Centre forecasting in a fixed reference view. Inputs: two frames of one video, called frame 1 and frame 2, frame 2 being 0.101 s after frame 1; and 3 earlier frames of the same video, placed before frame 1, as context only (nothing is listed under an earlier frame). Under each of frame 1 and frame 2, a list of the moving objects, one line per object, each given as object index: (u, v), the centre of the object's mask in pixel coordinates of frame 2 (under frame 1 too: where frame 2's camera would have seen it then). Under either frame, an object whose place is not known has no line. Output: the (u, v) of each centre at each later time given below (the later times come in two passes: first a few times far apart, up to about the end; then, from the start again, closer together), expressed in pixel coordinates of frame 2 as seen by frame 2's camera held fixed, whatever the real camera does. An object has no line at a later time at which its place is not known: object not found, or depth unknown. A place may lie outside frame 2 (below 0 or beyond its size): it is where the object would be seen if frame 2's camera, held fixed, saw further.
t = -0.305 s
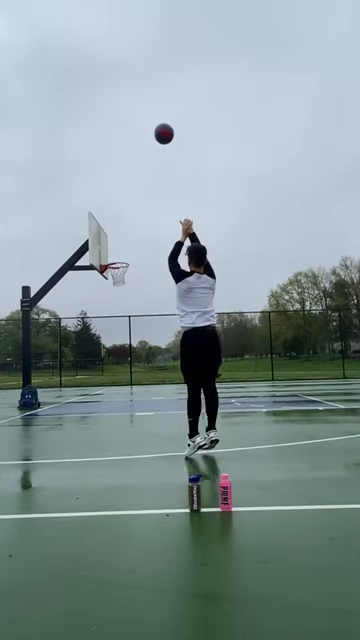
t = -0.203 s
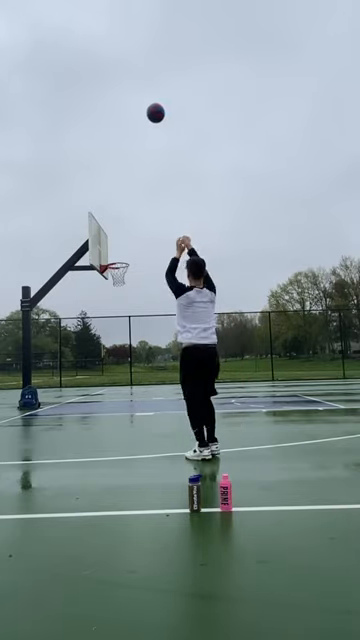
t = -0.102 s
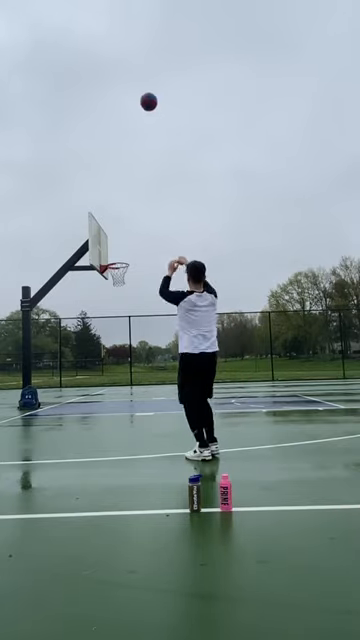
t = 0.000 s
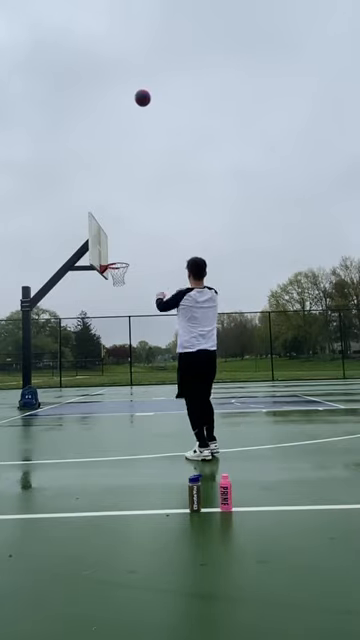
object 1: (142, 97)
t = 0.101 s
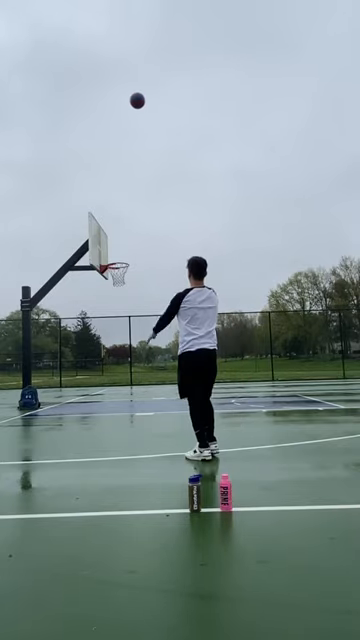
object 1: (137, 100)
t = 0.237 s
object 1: (131, 112)
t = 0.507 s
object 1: (123, 156)
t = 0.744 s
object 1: (118, 213)
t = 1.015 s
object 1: (115, 280)
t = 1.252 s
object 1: (119, 310)
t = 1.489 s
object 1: (122, 358)
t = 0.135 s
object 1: (135, 102)
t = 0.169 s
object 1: (134, 105)
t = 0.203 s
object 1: (133, 108)
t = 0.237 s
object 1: (131, 112)
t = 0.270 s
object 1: (130, 116)
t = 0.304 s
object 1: (129, 120)
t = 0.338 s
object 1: (127, 125)
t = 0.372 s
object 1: (127, 130)
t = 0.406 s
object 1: (125, 136)
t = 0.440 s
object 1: (124, 142)
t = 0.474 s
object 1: (124, 149)
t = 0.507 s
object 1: (123, 156)
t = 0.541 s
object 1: (122, 163)
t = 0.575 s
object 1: (121, 170)
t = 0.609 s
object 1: (120, 178)
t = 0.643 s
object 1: (119, 186)
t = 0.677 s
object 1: (119, 195)
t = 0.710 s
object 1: (118, 204)
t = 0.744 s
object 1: (118, 213)
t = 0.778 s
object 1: (117, 222)
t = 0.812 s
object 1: (116, 231)
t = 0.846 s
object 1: (116, 241)
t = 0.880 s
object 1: (115, 251)
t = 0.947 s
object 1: (114, 272)
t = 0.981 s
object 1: (114, 278)
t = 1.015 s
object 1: (115, 280)
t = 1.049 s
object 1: (116, 283)
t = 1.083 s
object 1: (116, 286)
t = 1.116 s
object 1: (117, 291)
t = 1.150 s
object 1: (117, 295)
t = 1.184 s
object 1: (118, 299)
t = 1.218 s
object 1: (118, 304)
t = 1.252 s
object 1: (119, 310)
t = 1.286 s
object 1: (119, 316)
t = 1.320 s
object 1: (120, 322)
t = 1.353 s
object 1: (120, 329)
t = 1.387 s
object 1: (121, 336)
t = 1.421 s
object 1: (122, 343)
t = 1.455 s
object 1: (122, 349)
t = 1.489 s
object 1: (122, 358)
